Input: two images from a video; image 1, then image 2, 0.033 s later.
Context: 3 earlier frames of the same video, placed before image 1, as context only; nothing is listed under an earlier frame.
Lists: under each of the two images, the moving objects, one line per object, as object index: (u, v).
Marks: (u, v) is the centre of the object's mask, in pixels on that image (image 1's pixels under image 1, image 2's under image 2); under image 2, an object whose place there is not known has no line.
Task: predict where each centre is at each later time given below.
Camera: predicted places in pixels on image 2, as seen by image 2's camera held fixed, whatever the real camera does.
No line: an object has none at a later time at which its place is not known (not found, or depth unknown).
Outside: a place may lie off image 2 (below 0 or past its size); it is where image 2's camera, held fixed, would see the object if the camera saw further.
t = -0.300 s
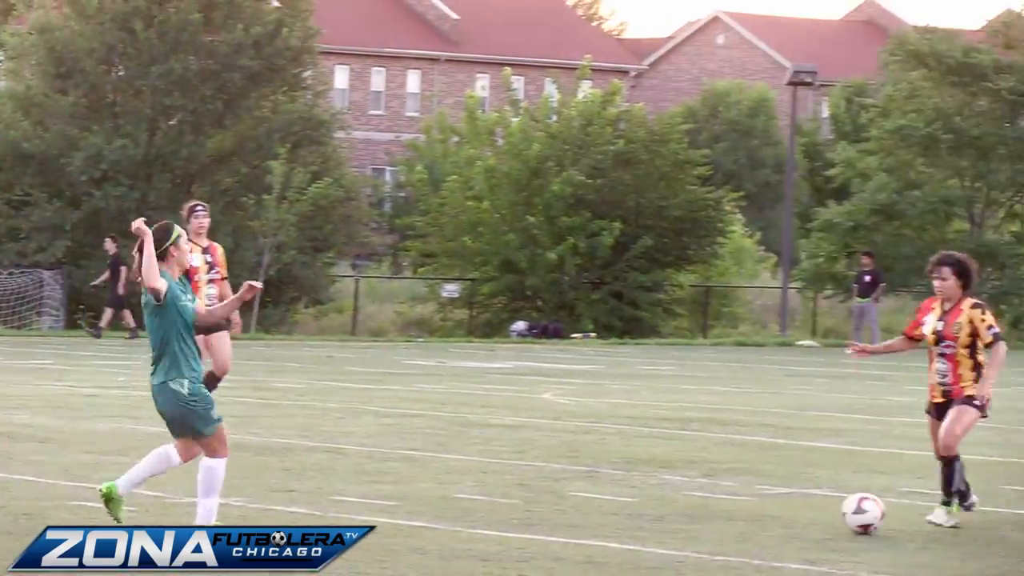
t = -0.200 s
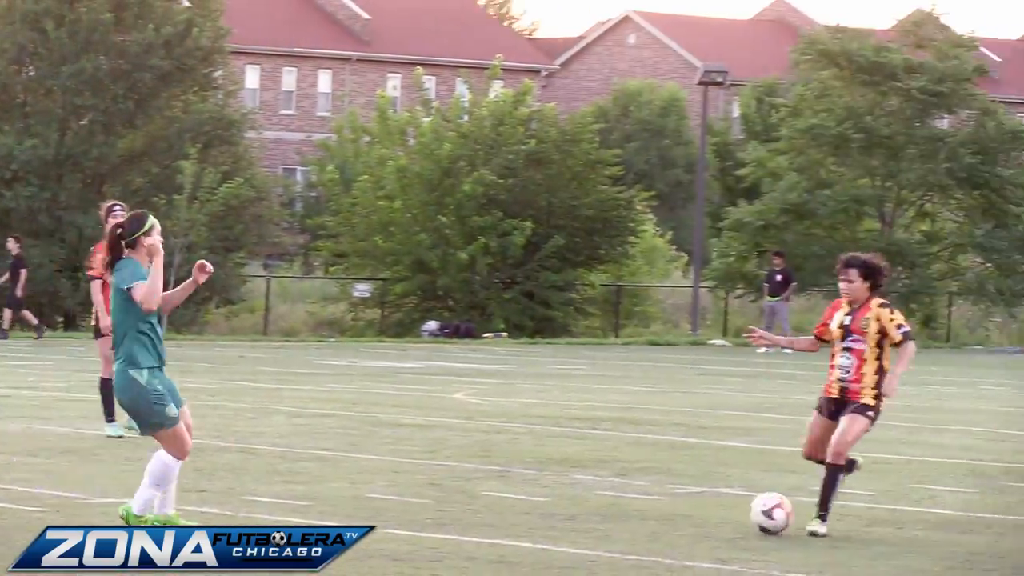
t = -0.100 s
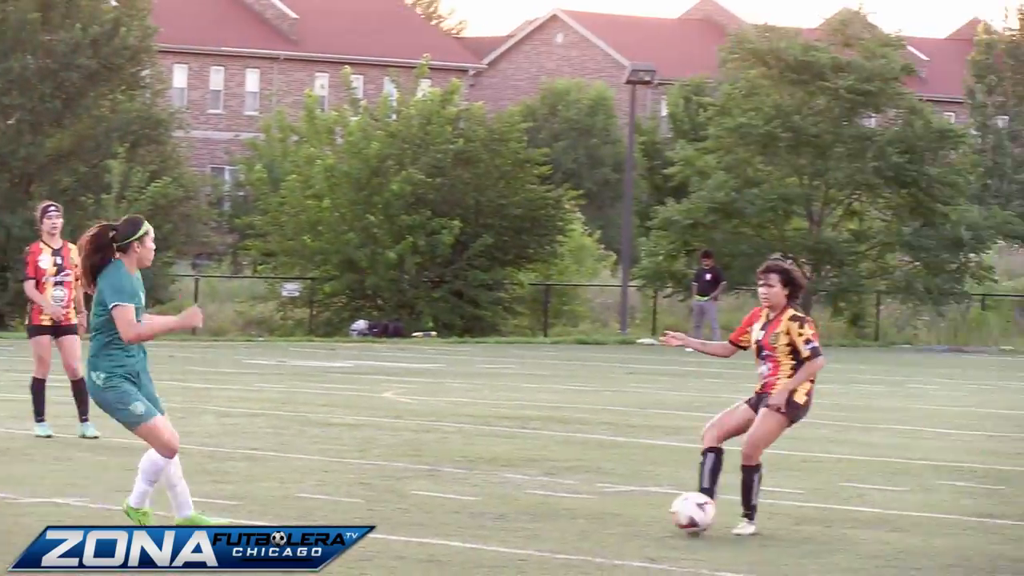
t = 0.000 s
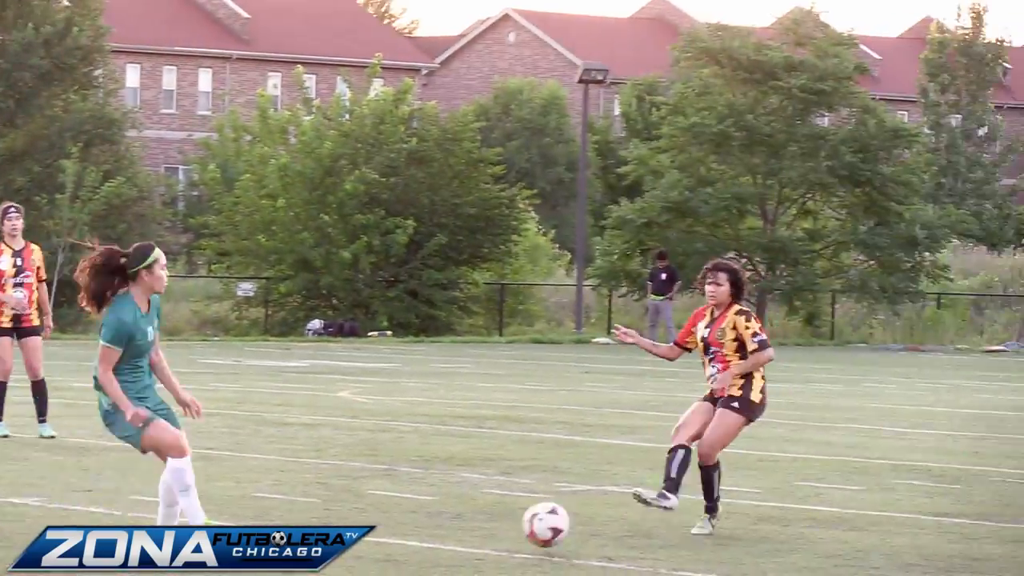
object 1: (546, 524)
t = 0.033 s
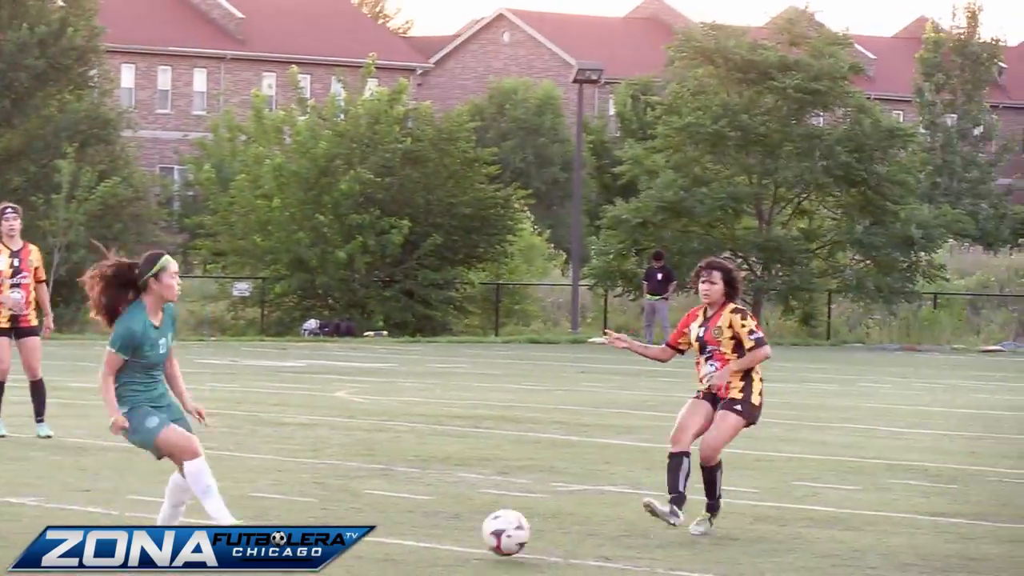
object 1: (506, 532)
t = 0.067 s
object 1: (467, 542)
